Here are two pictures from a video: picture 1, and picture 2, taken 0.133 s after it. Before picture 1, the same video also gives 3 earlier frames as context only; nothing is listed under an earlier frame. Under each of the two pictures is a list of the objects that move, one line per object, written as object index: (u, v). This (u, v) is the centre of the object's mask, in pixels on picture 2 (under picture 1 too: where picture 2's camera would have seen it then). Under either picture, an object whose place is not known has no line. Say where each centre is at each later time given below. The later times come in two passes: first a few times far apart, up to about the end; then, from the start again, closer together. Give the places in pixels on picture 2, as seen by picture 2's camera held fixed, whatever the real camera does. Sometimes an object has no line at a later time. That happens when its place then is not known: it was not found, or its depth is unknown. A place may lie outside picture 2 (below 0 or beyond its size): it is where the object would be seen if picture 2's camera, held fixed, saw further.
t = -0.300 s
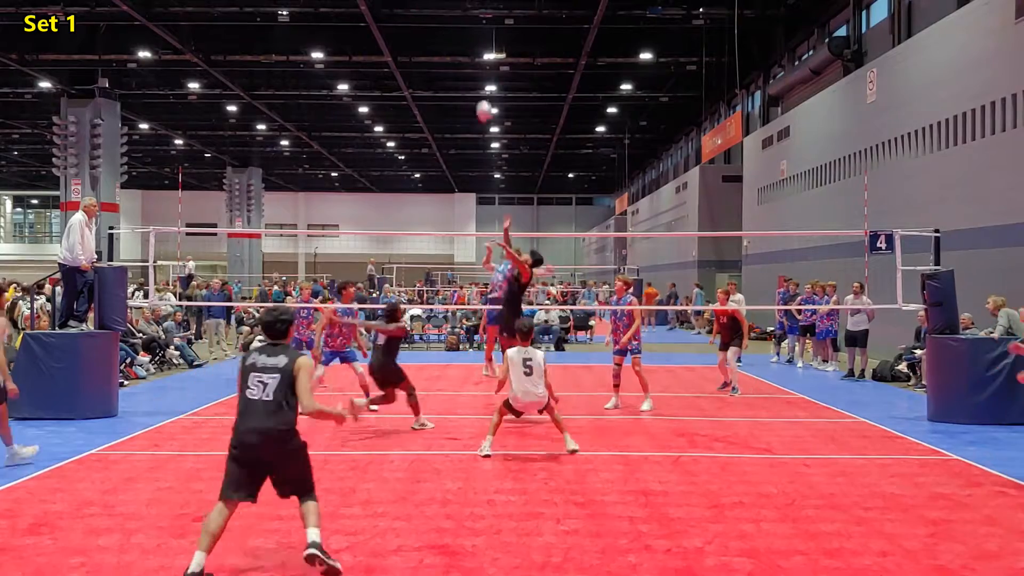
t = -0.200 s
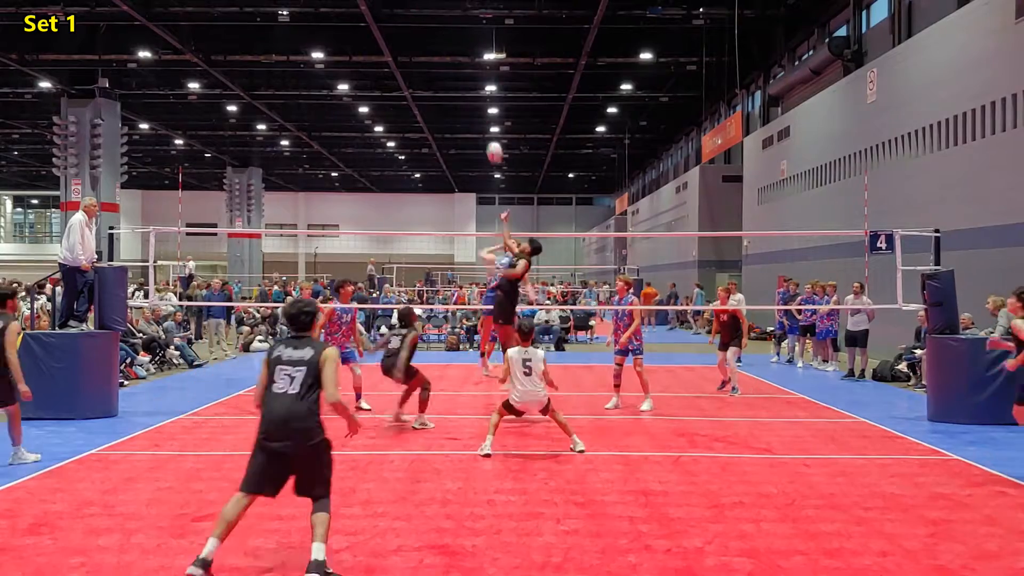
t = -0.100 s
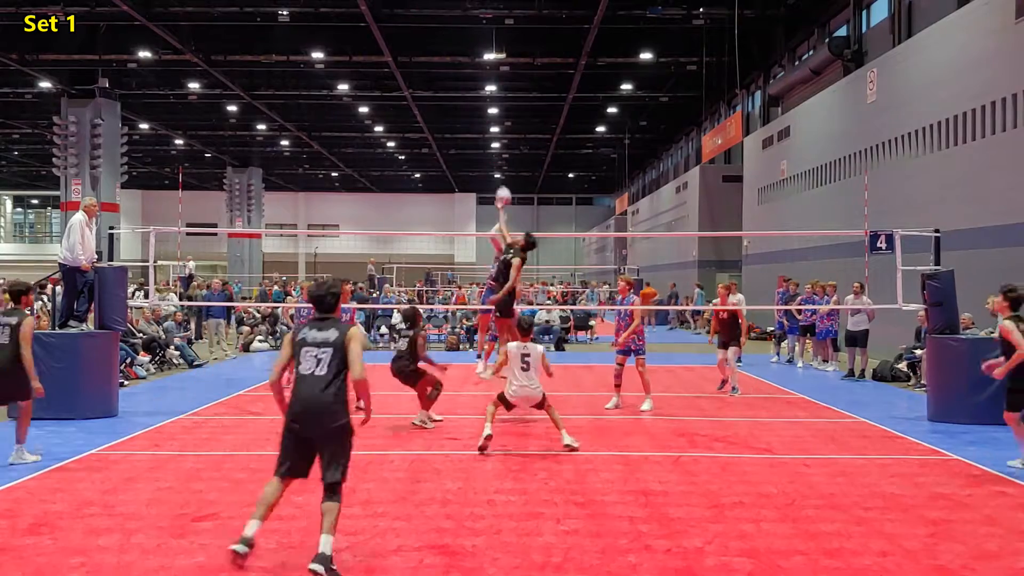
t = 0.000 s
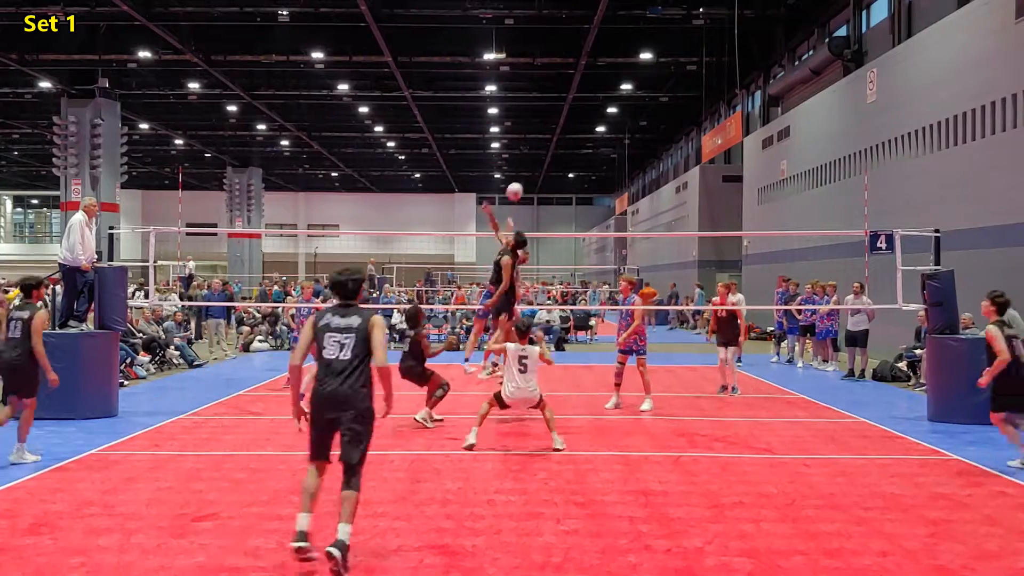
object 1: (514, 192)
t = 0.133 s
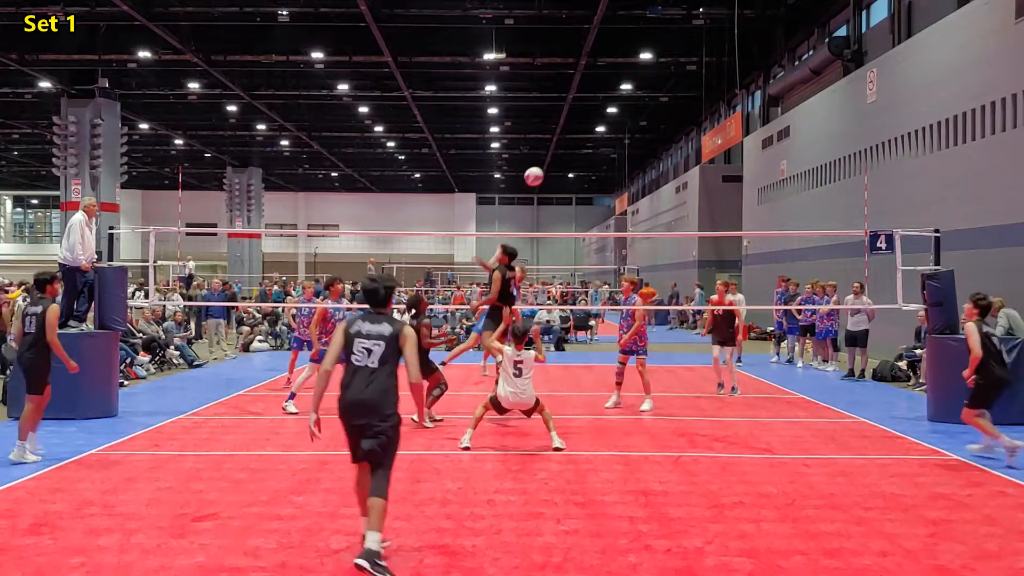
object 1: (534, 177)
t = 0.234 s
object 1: (551, 173)
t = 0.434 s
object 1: (594, 190)
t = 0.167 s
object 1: (539, 175)
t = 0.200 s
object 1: (545, 173)
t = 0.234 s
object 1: (551, 173)
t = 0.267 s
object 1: (557, 173)
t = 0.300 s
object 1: (564, 174)
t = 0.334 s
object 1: (571, 176)
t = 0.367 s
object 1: (579, 179)
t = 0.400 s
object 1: (586, 184)
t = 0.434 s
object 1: (594, 190)
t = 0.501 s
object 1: (611, 206)
